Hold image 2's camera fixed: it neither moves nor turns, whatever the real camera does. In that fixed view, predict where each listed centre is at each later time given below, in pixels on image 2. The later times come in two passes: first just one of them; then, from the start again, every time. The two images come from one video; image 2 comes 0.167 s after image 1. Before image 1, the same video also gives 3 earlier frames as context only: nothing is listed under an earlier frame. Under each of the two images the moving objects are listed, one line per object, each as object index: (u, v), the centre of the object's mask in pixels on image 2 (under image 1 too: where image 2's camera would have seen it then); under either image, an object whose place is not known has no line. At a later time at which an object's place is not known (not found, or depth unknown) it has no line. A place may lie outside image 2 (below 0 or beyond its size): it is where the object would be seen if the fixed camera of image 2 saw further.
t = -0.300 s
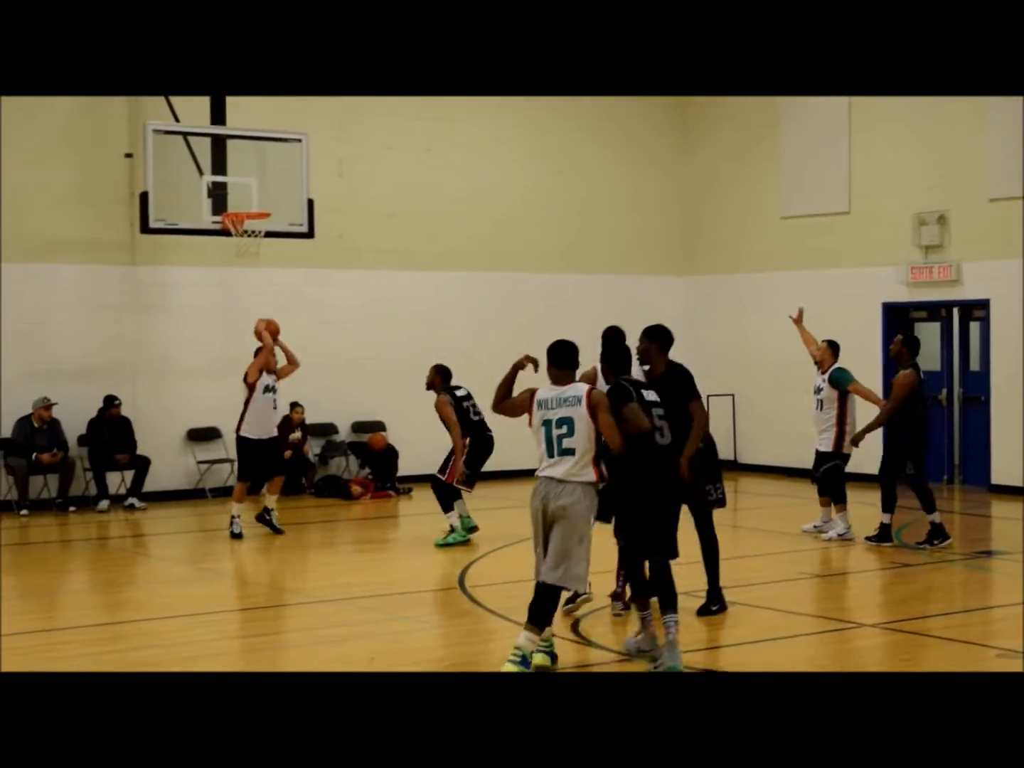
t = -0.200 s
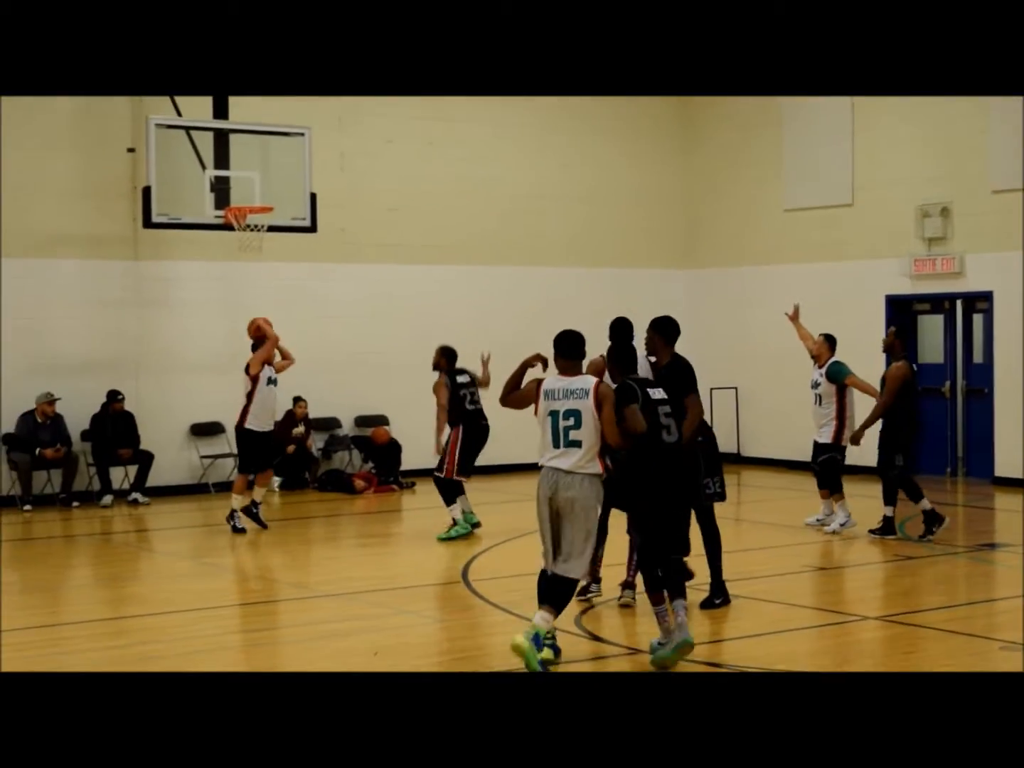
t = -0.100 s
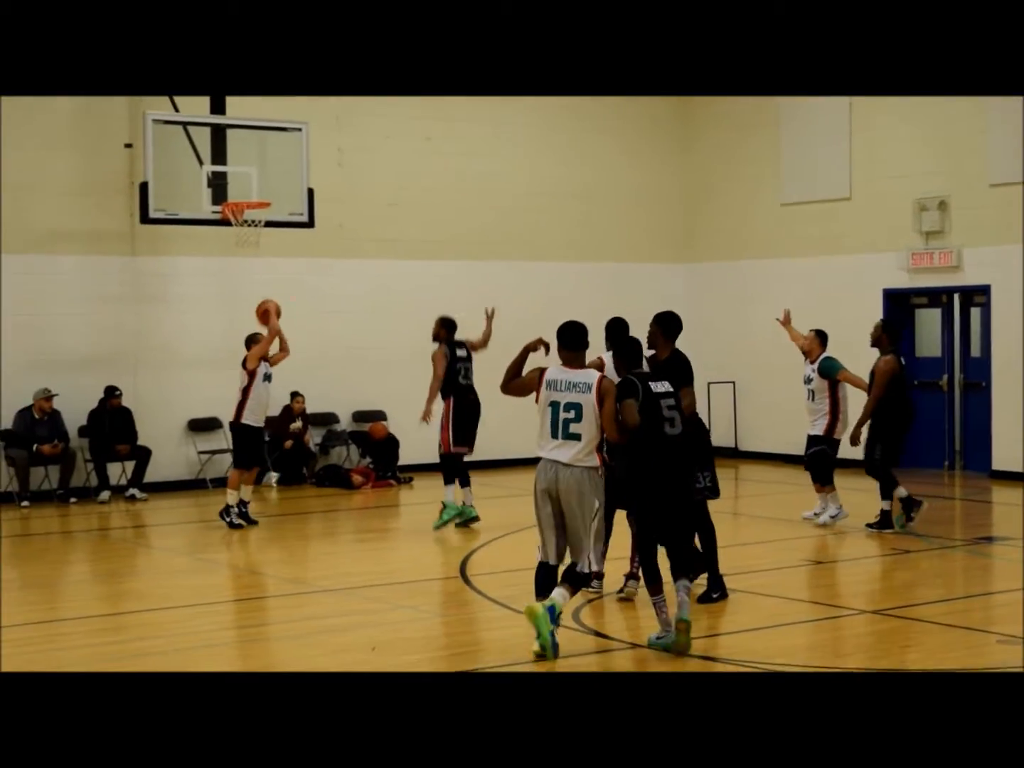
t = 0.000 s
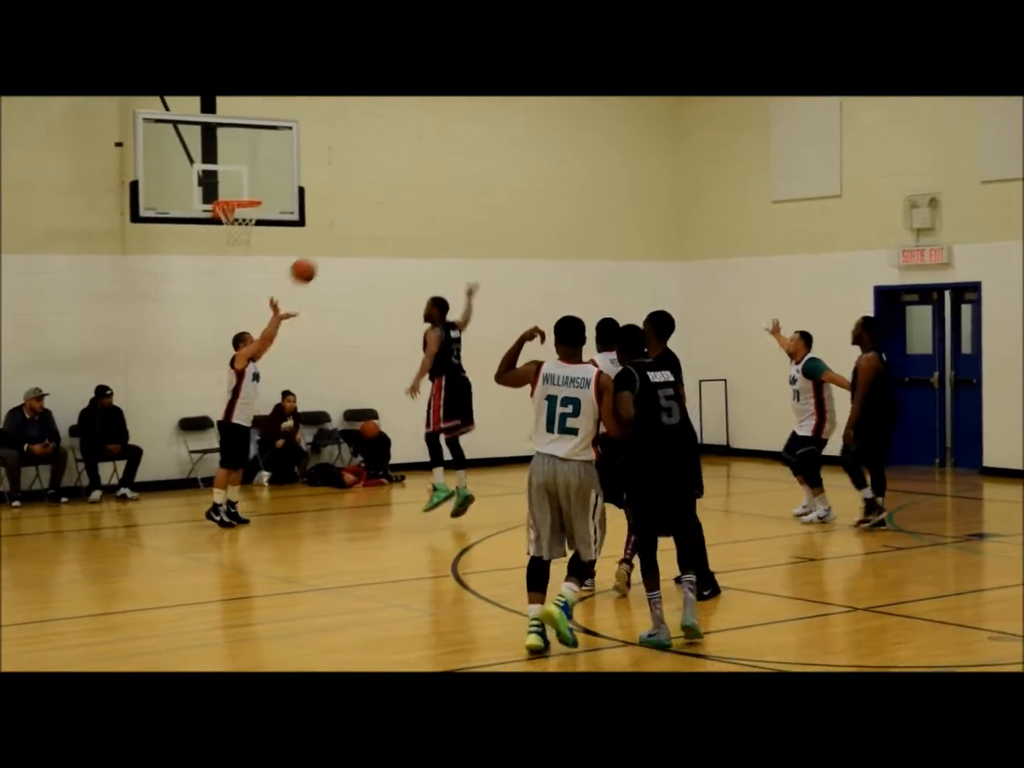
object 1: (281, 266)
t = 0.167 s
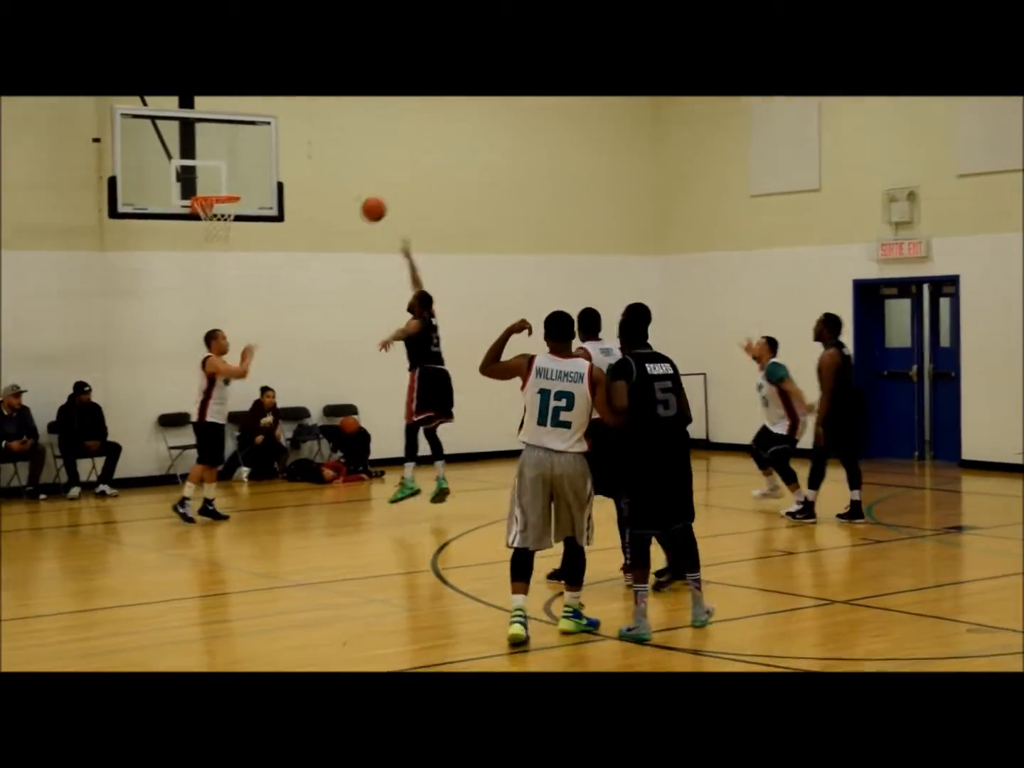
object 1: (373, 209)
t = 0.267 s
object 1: (428, 189)
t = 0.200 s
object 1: (392, 201)
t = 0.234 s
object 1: (410, 194)
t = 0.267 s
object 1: (428, 189)
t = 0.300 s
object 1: (446, 185)
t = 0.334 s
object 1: (463, 181)
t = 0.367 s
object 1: (482, 179)
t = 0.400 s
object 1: (501, 179)
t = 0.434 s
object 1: (518, 180)
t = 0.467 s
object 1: (536, 181)
